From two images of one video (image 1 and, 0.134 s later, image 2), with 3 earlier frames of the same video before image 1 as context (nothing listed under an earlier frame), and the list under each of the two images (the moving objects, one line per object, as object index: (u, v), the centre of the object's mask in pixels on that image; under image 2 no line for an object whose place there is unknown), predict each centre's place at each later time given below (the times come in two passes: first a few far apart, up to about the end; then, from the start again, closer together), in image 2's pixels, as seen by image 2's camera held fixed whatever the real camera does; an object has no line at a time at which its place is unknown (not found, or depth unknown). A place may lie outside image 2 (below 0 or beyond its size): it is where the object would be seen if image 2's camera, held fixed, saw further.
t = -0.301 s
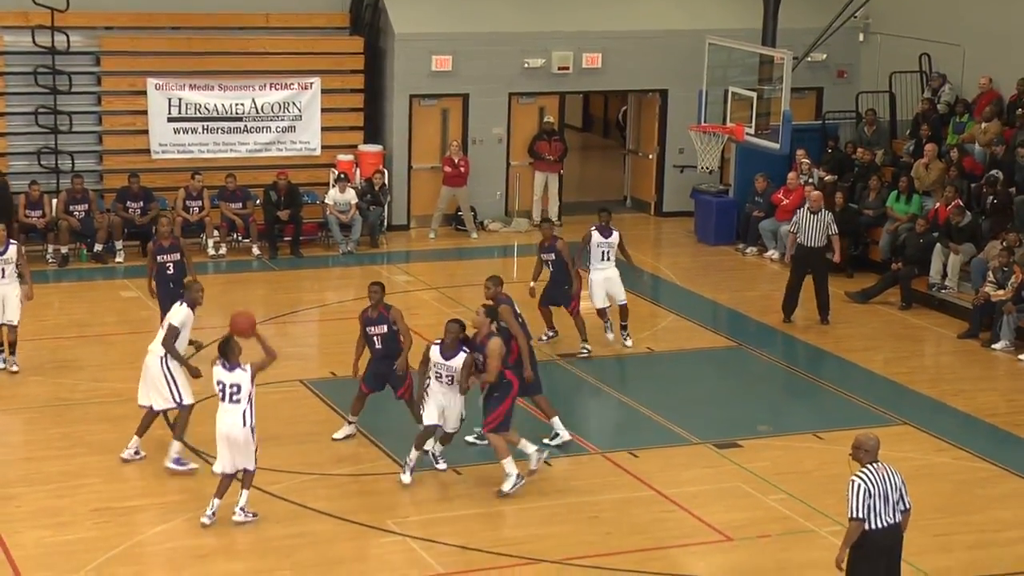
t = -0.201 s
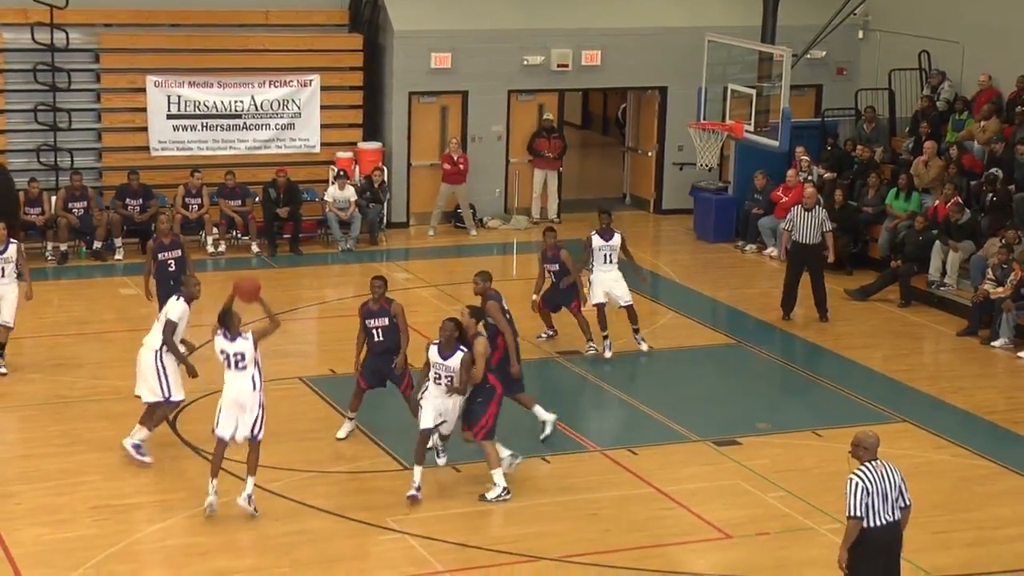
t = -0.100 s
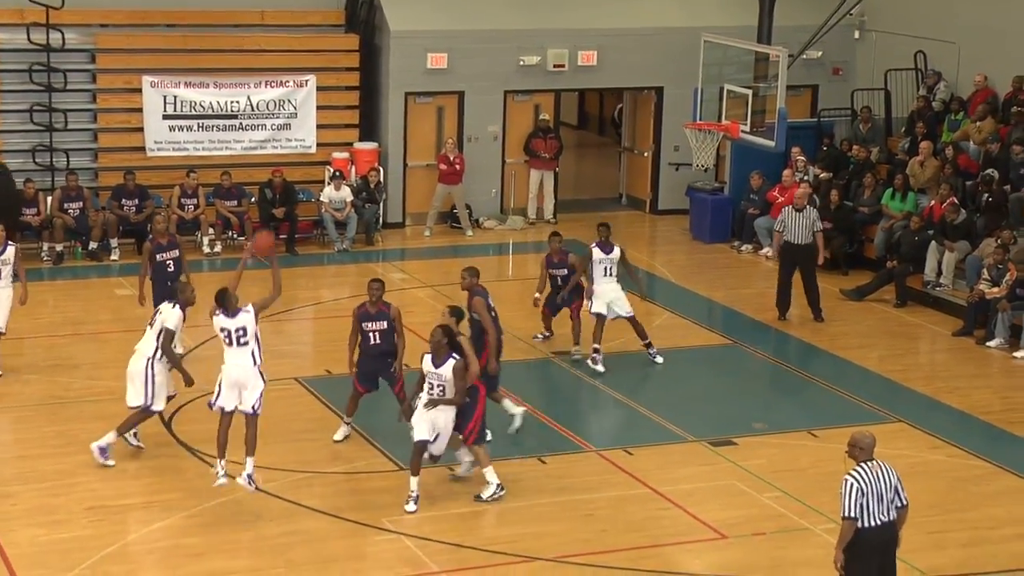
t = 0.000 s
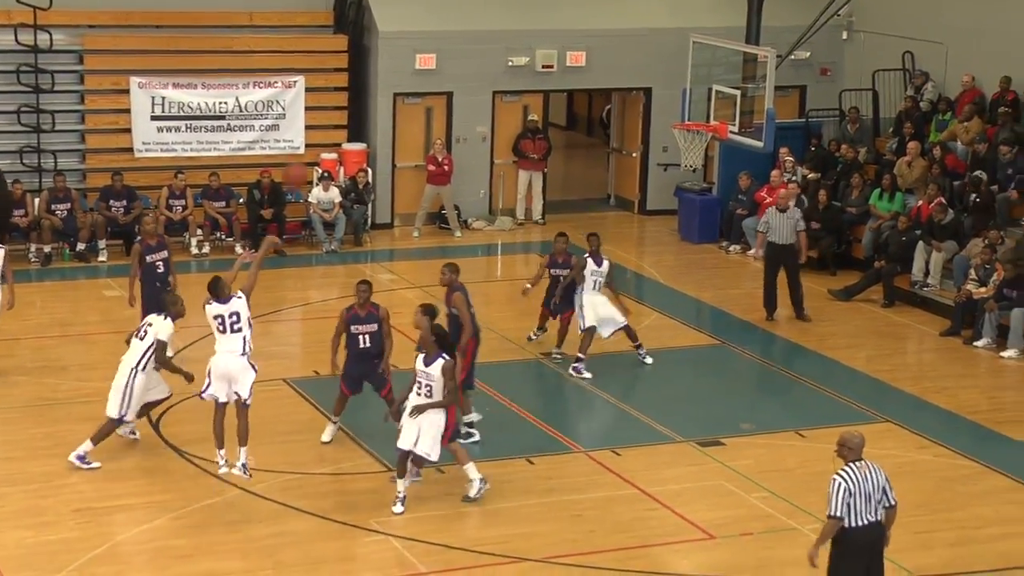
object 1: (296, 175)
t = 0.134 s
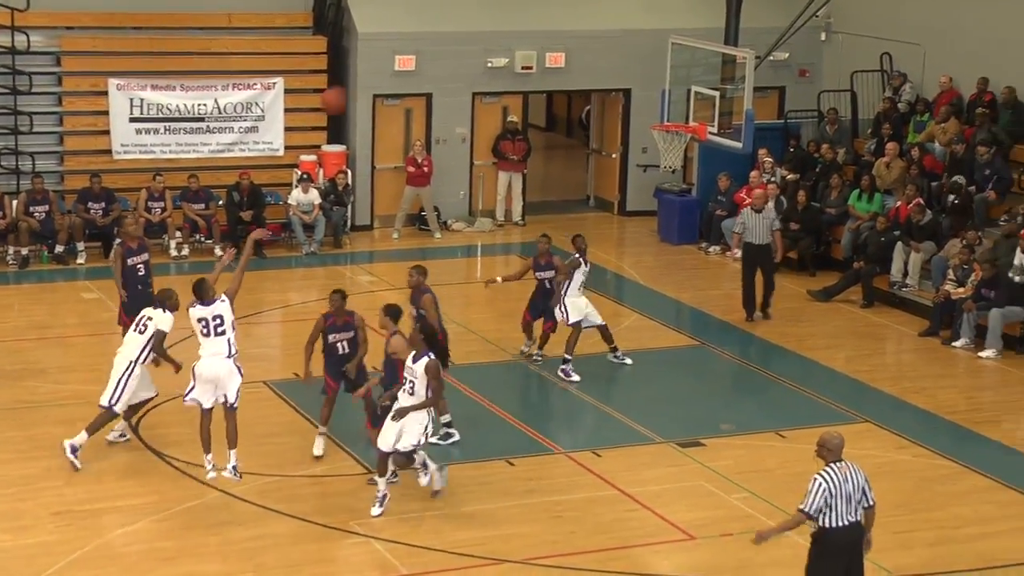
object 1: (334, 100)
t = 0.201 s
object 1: (362, 70)
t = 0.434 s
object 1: (455, 4)
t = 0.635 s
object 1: (528, -6)
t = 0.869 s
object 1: (605, 31)
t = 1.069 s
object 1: (661, 98)
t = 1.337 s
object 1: (660, 191)
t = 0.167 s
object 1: (348, 85)
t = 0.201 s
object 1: (362, 70)
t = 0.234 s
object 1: (376, 57)
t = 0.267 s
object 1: (389, 45)
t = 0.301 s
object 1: (403, 35)
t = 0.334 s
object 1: (416, 25)
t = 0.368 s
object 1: (430, 17)
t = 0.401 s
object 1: (443, 10)
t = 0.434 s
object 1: (455, 4)
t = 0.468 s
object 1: (468, 0)
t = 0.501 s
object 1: (481, -4)
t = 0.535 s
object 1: (493, -6)
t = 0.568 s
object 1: (505, -7)
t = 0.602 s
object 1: (517, -7)
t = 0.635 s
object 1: (528, -6)
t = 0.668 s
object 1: (540, -4)
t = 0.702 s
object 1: (551, 0)
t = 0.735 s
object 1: (562, 4)
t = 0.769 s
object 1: (573, 10)
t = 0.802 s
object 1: (584, 16)
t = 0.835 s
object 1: (594, 23)
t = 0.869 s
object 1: (605, 31)
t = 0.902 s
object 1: (615, 41)
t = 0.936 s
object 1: (625, 50)
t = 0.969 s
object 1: (634, 61)
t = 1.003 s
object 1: (643, 72)
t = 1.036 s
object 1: (652, 84)
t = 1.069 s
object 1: (661, 98)
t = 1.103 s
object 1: (670, 113)
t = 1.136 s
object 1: (677, 121)
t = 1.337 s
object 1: (660, 191)
